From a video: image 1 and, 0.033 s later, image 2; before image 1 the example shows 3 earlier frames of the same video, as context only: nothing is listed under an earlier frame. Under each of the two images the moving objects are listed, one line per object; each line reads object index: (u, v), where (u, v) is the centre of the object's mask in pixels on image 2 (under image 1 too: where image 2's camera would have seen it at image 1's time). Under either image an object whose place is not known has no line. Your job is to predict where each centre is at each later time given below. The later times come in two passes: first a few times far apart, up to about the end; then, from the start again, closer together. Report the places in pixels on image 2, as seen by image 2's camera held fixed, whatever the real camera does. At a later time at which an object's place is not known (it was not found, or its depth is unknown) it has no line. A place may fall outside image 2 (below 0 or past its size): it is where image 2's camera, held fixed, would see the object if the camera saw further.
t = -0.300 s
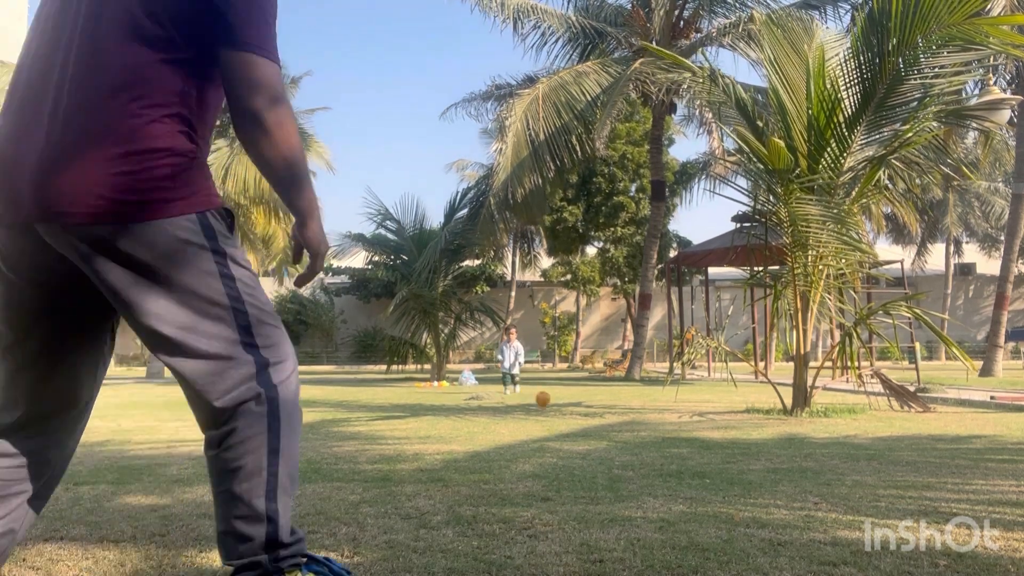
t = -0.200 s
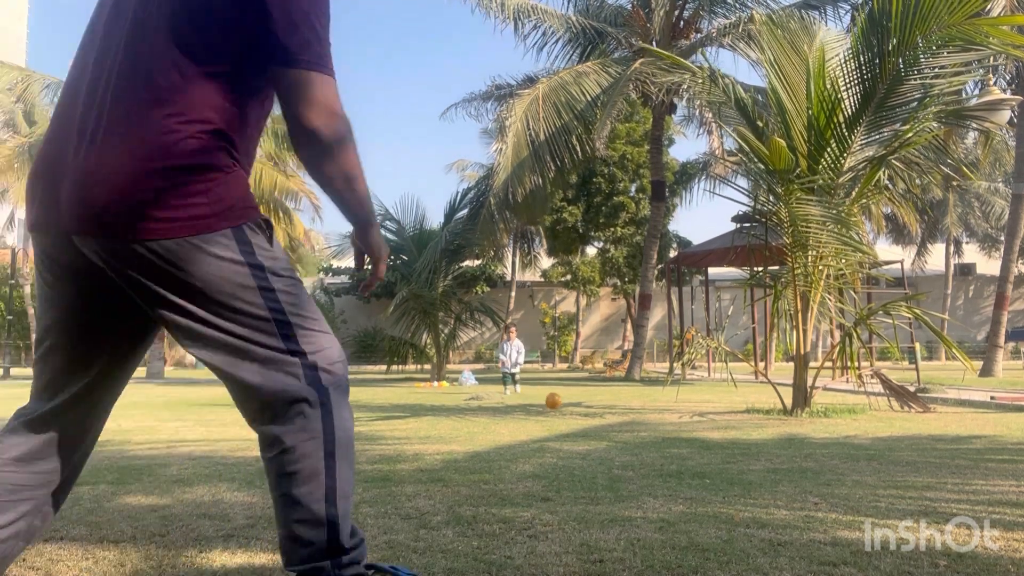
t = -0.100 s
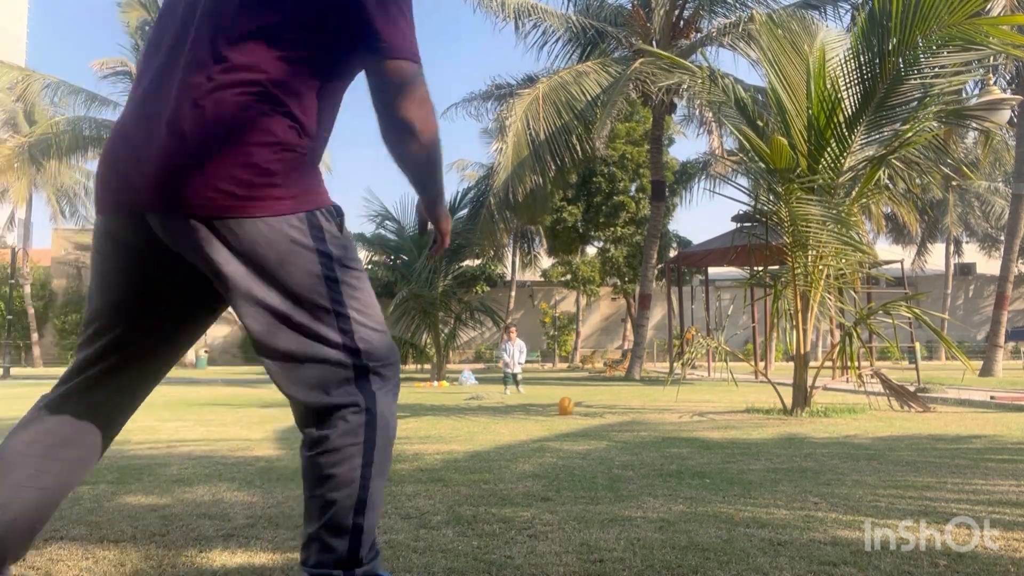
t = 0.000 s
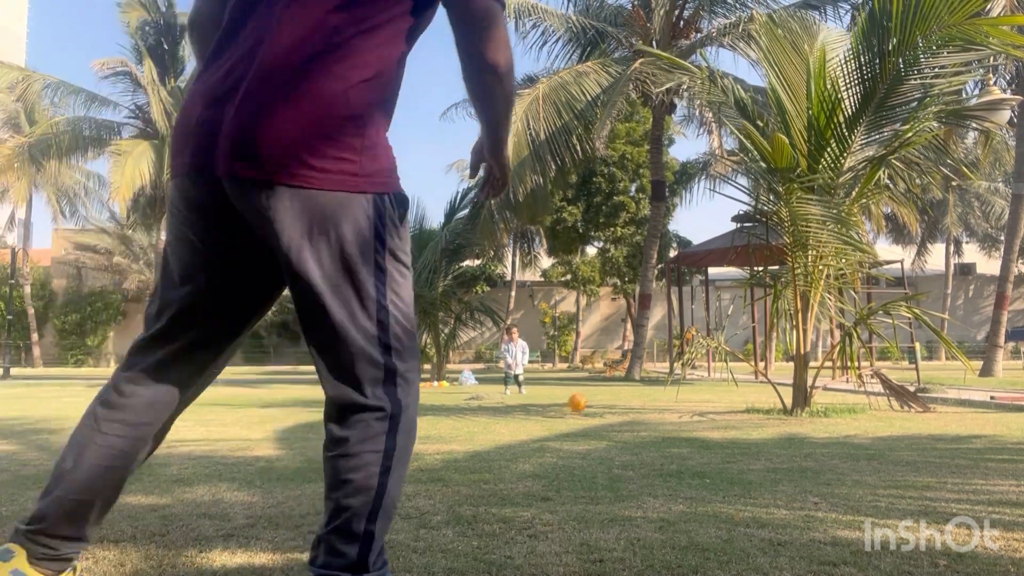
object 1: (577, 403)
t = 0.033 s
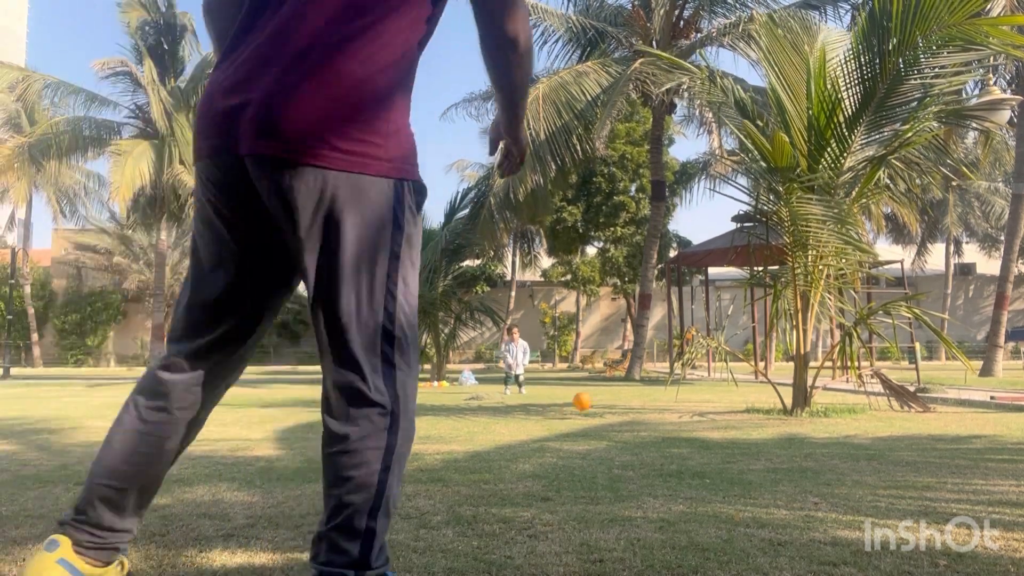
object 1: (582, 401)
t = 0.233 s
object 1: (612, 414)
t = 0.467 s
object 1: (654, 429)
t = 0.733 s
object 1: (713, 437)
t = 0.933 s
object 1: (761, 446)
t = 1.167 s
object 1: (821, 459)
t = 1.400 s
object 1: (889, 472)
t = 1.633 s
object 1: (969, 487)
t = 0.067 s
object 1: (587, 403)
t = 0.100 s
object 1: (591, 407)
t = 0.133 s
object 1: (597, 410)
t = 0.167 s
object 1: (602, 415)
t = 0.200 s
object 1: (607, 416)
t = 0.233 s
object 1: (612, 414)
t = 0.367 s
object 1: (635, 415)
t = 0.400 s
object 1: (640, 419)
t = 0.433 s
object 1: (646, 426)
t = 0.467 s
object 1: (654, 429)
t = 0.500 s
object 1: (661, 427)
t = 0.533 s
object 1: (667, 425)
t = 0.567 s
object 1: (674, 423)
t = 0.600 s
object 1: (682, 423)
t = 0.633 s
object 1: (691, 424)
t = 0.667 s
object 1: (706, 439)
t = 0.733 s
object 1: (713, 437)
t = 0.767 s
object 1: (720, 434)
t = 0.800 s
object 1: (729, 434)
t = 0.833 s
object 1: (737, 439)
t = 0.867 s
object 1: (745, 444)
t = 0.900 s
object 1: (753, 446)
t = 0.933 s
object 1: (761, 446)
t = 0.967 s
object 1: (769, 448)
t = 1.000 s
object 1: (778, 452)
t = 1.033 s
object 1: (788, 452)
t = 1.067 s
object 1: (795, 452)
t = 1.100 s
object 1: (803, 452)
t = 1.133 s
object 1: (812, 454)
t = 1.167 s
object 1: (821, 459)
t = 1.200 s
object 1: (831, 462)
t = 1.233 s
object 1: (840, 461)
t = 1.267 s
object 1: (850, 463)
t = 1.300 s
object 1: (859, 466)
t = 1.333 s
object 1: (869, 468)
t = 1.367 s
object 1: (879, 470)
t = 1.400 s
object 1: (889, 472)
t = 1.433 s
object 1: (900, 474)
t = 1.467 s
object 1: (911, 478)
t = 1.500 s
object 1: (923, 481)
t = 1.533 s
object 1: (935, 482)
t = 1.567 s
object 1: (946, 482)
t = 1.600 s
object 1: (957, 482)
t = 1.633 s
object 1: (969, 487)
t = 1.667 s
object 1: (983, 494)
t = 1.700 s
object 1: (996, 496)
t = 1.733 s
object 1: (1004, 496)
